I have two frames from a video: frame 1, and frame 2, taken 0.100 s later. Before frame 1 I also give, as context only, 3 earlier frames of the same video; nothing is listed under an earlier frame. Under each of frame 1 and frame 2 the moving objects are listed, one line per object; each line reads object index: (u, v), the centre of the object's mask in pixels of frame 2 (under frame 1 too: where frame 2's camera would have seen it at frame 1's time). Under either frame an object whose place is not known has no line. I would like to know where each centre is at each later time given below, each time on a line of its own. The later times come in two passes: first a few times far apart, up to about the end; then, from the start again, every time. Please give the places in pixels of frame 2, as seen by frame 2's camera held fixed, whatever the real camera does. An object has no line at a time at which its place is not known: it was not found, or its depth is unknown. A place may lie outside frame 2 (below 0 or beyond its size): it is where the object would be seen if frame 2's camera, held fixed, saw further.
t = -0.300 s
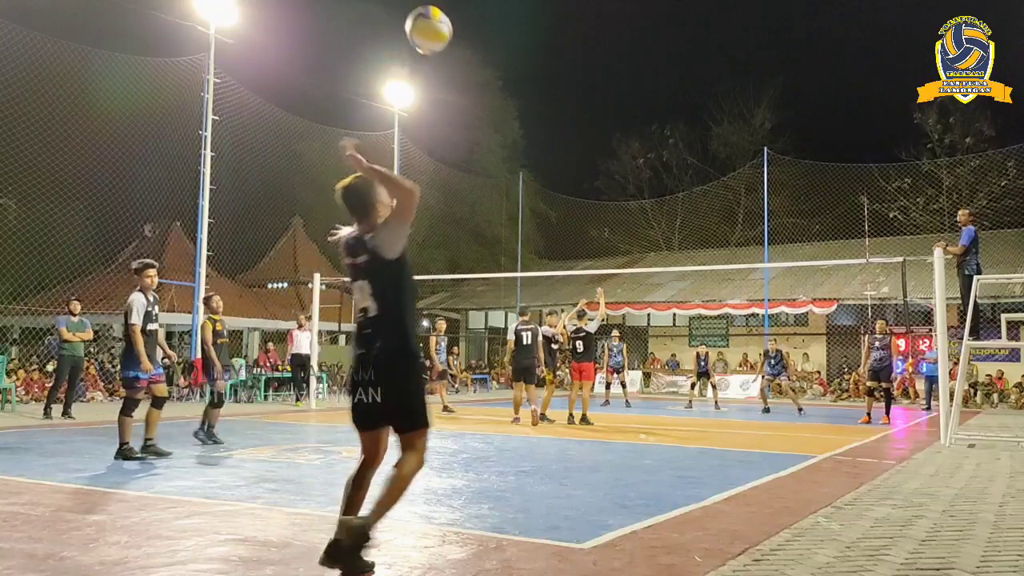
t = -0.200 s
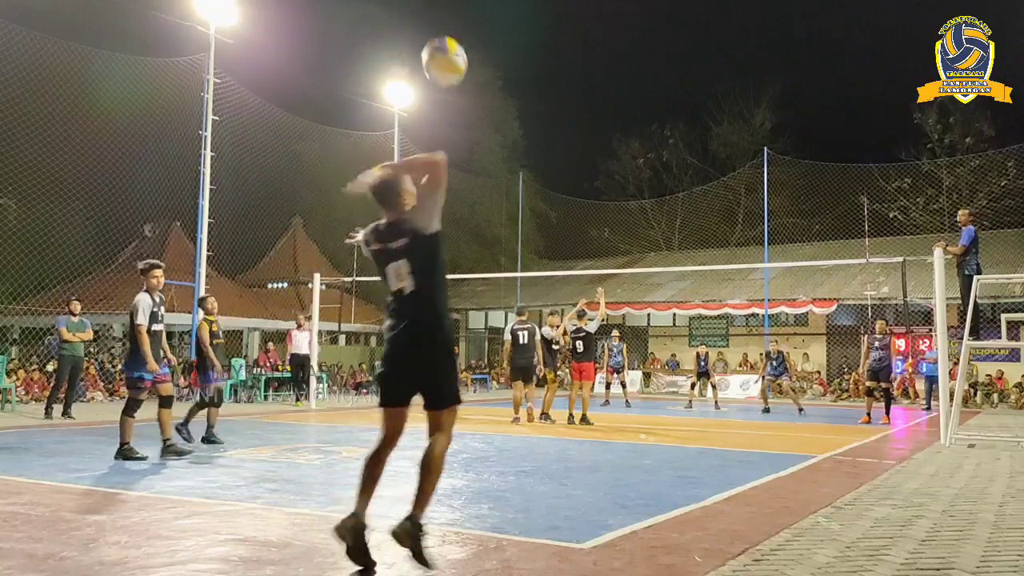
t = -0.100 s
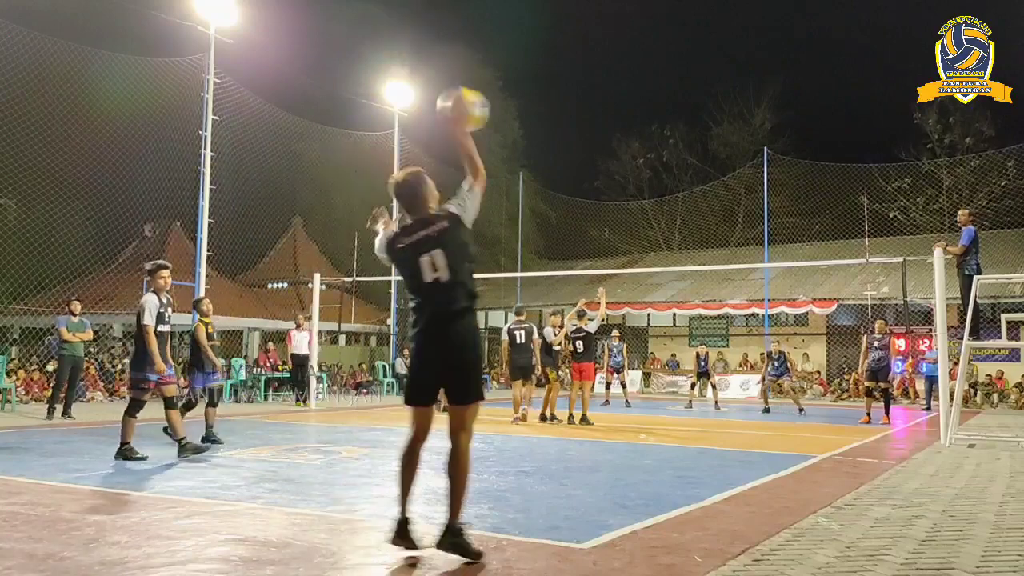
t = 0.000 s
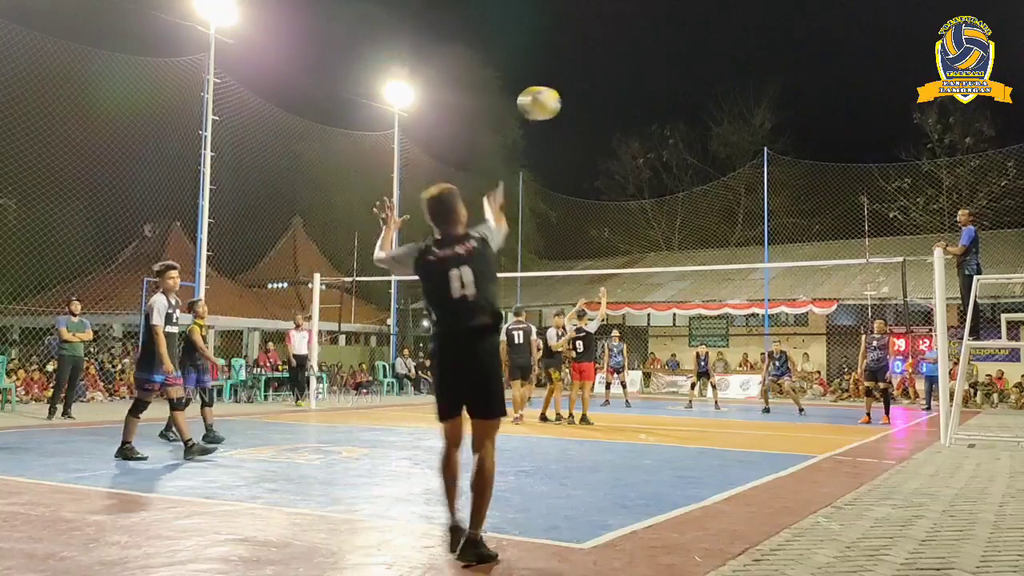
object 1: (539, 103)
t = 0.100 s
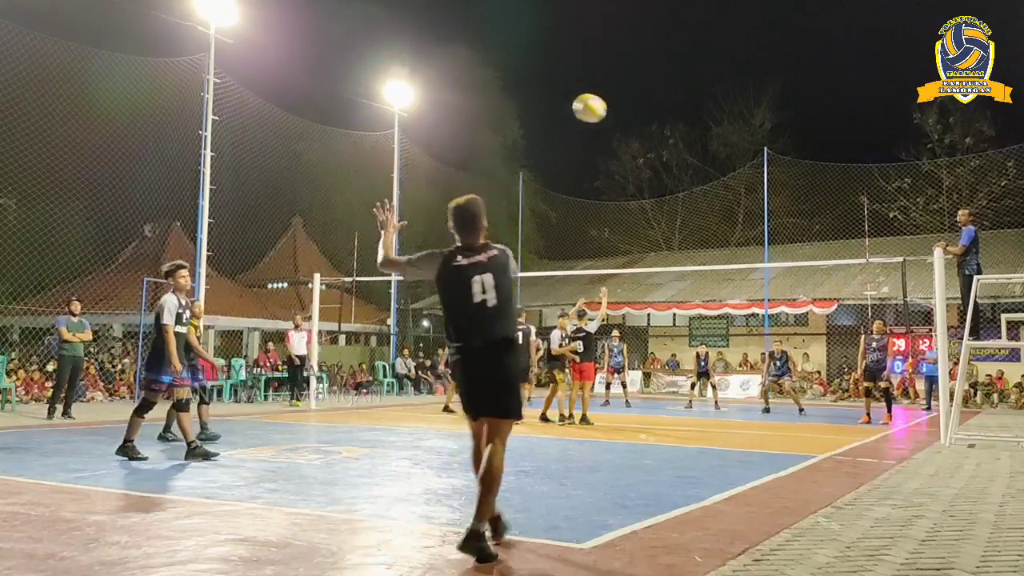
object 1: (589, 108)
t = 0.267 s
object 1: (642, 138)
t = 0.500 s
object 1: (682, 202)
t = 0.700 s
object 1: (704, 260)
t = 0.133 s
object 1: (602, 112)
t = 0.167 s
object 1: (614, 118)
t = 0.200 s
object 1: (625, 124)
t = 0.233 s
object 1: (634, 131)
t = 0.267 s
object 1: (642, 138)
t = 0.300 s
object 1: (650, 146)
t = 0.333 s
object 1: (657, 155)
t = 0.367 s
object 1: (663, 163)
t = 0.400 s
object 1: (668, 173)
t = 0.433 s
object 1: (672, 182)
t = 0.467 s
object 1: (677, 192)
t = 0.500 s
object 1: (682, 202)
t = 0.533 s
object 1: (685, 212)
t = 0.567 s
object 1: (689, 222)
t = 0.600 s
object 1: (693, 232)
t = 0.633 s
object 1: (697, 242)
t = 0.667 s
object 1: (701, 253)
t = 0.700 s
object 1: (704, 260)
